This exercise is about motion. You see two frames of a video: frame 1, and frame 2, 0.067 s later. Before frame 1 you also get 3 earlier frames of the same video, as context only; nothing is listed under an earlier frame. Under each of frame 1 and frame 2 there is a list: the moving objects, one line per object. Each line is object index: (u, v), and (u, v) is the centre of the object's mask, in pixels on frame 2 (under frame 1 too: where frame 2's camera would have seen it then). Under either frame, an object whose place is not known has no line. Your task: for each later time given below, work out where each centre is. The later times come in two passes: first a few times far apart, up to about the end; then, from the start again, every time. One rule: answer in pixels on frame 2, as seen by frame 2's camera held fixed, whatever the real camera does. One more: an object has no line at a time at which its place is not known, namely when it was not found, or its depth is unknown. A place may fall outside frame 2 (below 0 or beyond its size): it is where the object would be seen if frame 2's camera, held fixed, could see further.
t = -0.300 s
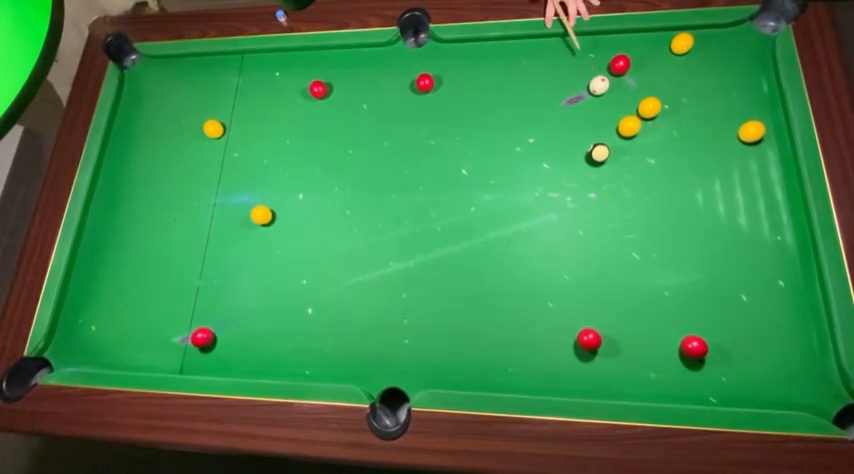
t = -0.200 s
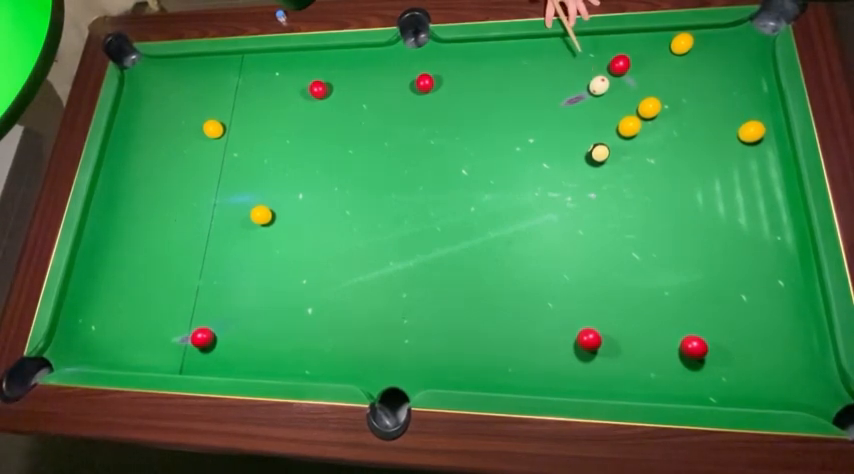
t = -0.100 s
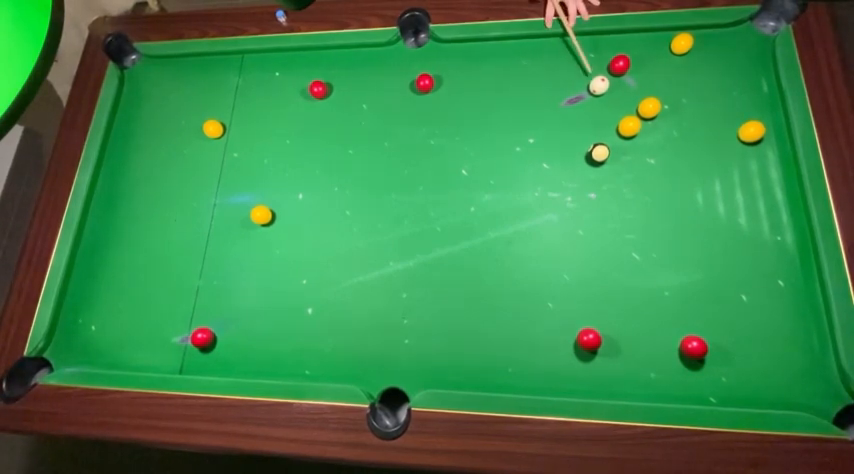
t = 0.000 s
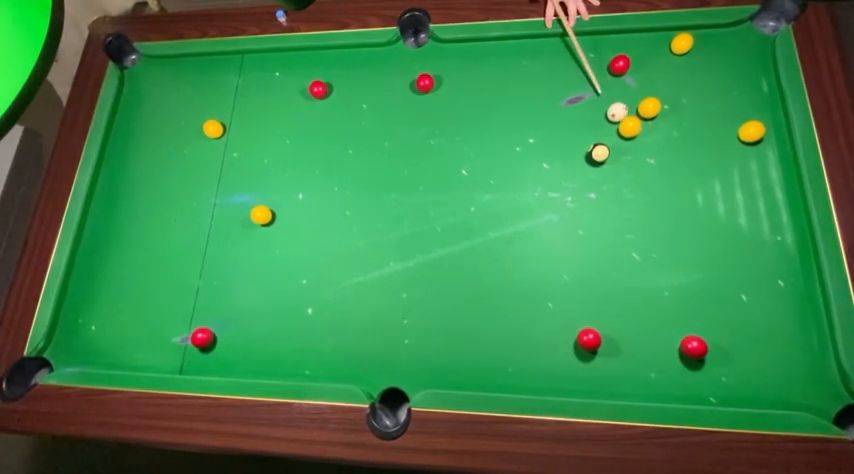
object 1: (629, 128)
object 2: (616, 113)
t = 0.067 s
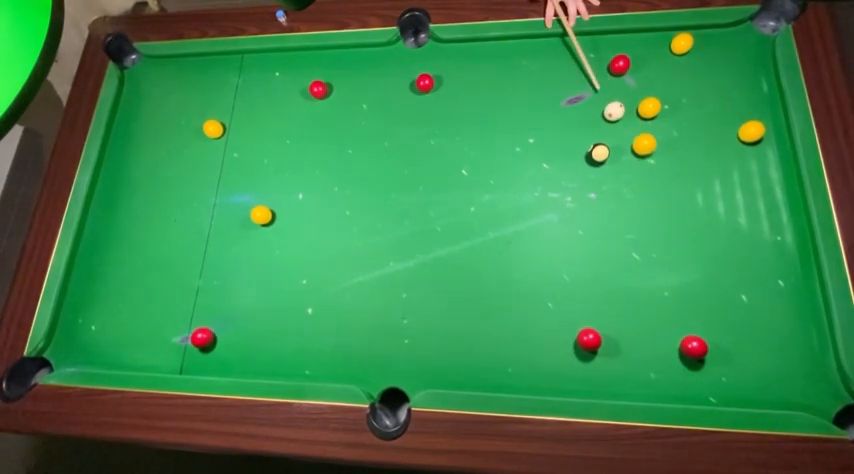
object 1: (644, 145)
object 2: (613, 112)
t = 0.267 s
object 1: (680, 190)
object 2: (605, 109)
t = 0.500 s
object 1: (724, 245)
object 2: (596, 106)
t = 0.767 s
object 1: (777, 312)
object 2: (589, 104)
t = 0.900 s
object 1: (805, 346)
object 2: (585, 104)
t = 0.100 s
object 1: (650, 153)
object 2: (612, 111)
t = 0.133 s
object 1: (656, 160)
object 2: (610, 111)
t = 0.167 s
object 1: (661, 167)
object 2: (609, 110)
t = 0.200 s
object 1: (668, 175)
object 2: (607, 110)
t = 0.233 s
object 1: (674, 182)
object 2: (606, 109)
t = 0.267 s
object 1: (680, 190)
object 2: (605, 109)
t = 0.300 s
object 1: (686, 198)
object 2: (603, 108)
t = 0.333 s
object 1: (692, 205)
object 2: (602, 108)
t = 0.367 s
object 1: (699, 213)
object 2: (601, 107)
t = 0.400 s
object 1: (705, 221)
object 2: (600, 107)
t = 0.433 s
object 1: (711, 229)
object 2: (599, 106)
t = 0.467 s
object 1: (718, 237)
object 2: (597, 106)
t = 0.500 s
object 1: (724, 245)
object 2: (596, 106)
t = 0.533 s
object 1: (731, 253)
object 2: (595, 105)
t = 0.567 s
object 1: (737, 261)
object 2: (594, 105)
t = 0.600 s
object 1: (744, 270)
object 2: (593, 105)
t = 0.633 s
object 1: (750, 278)
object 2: (592, 105)
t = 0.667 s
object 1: (757, 286)
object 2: (591, 104)
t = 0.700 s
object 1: (764, 294)
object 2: (590, 104)
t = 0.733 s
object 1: (771, 304)
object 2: (589, 104)
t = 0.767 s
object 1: (777, 312)
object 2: (589, 104)
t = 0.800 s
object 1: (784, 319)
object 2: (588, 104)
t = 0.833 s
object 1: (791, 328)
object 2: (587, 104)
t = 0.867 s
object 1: (798, 336)
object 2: (586, 104)
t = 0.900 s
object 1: (805, 346)
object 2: (585, 104)
